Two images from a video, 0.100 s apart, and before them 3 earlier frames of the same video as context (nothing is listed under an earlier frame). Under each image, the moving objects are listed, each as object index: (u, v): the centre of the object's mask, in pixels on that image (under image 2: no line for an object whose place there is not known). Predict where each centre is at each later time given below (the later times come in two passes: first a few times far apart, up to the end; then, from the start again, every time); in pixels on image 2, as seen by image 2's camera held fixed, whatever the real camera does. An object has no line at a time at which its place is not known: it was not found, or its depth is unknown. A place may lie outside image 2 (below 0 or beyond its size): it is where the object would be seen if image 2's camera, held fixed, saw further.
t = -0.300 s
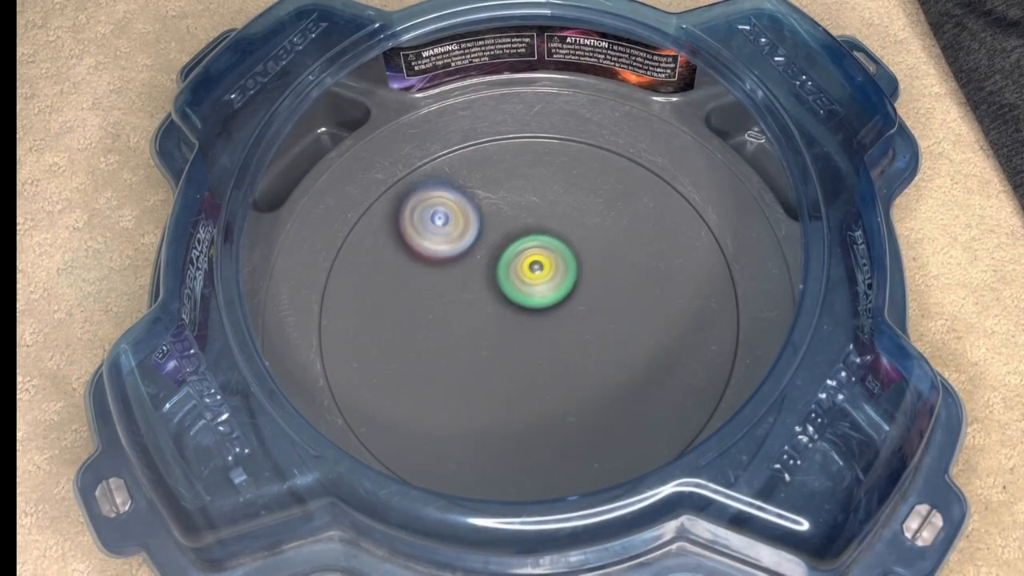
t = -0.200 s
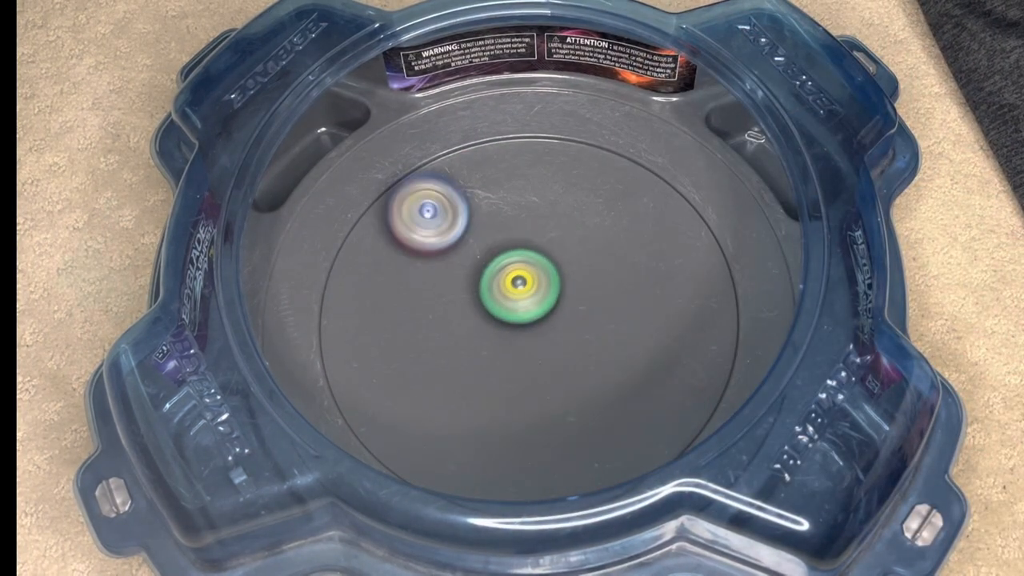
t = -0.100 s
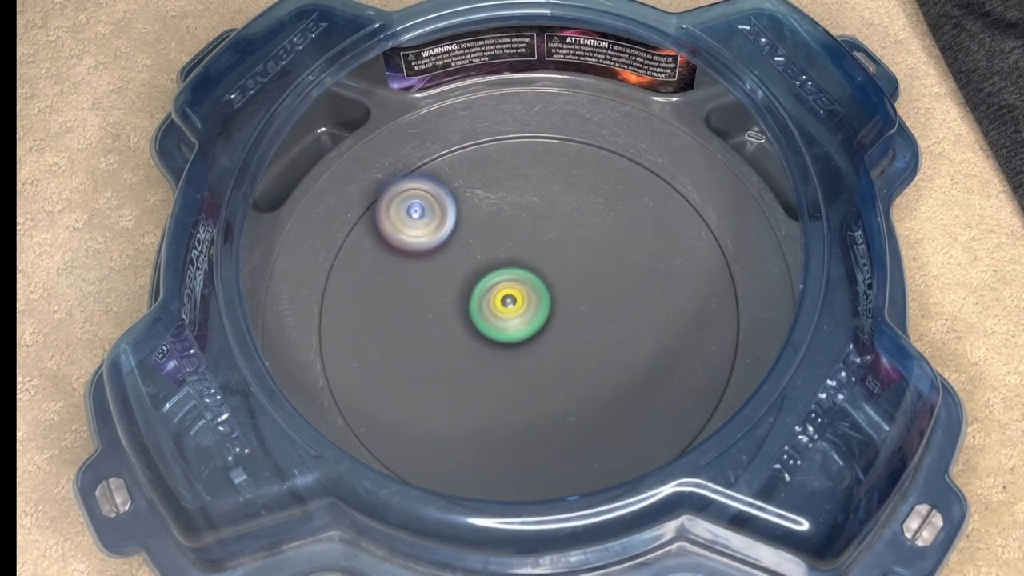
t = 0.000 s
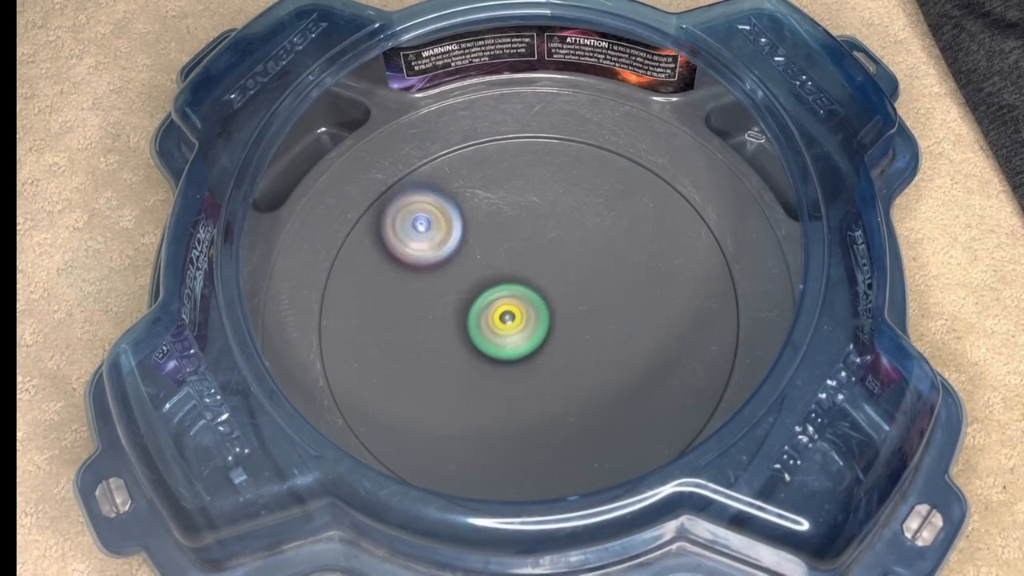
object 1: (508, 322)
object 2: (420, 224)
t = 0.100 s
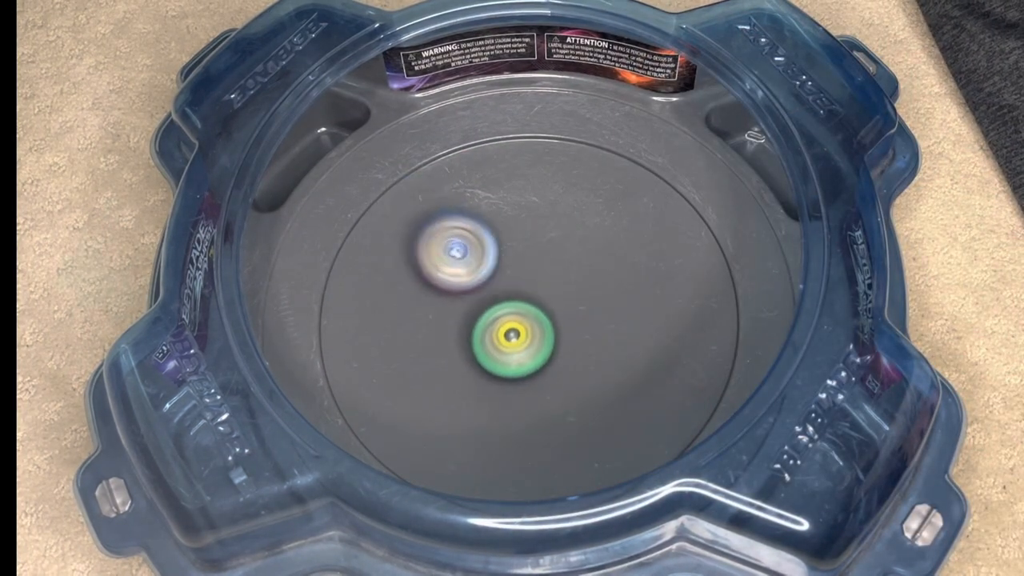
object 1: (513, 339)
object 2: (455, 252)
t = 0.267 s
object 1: (536, 358)
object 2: (539, 247)
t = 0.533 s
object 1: (563, 351)
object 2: (584, 161)
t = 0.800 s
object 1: (561, 325)
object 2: (527, 158)
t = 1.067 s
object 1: (542, 415)
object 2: (520, 225)
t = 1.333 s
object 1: (625, 431)
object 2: (604, 276)
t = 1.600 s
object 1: (615, 350)
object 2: (641, 228)
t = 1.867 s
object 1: (469, 347)
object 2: (584, 226)
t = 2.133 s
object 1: (410, 369)
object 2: (532, 290)
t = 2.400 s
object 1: (439, 373)
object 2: (597, 353)
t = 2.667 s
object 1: (482, 314)
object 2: (620, 301)
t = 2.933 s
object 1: (475, 243)
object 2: (540, 321)
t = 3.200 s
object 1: (459, 219)
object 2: (542, 383)
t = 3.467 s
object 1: (484, 245)
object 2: (563, 344)
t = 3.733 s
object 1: (539, 254)
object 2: (501, 347)
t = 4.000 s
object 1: (587, 259)
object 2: (516, 368)
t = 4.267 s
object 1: (610, 268)
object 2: (502, 310)
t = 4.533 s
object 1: (601, 297)
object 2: (451, 315)
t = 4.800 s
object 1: (592, 342)
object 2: (489, 314)
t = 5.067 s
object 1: (602, 367)
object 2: (436, 293)
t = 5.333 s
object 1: (567, 365)
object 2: (481, 304)
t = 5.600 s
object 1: (509, 360)
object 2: (531, 254)
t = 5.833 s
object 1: (465, 354)
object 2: (516, 233)
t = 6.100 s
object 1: (441, 342)
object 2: (535, 287)
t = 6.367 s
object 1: (454, 318)
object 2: (602, 304)
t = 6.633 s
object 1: (483, 280)
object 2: (584, 289)
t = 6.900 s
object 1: (495, 244)
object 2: (582, 343)
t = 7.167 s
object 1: (512, 242)
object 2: (593, 350)
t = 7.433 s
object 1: (547, 268)
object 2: (524, 348)
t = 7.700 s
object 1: (583, 296)
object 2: (473, 370)
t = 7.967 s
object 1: (600, 322)
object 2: (487, 348)
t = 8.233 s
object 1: (587, 337)
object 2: (479, 288)
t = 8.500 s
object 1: (544, 351)
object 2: (462, 264)
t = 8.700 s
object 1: (507, 356)
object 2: (492, 276)
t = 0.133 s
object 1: (516, 345)
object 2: (474, 256)
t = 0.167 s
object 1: (520, 349)
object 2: (490, 256)
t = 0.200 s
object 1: (525, 353)
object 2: (508, 256)
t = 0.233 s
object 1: (530, 356)
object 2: (524, 252)
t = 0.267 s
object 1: (536, 358)
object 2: (539, 247)
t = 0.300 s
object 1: (541, 359)
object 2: (556, 241)
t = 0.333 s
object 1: (545, 359)
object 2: (568, 230)
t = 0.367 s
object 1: (549, 359)
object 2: (579, 219)
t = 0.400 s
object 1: (552, 358)
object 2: (585, 208)
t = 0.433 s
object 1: (555, 357)
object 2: (589, 196)
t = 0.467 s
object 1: (558, 355)
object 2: (589, 185)
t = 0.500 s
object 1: (560, 354)
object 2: (588, 173)
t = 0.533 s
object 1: (563, 351)
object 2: (584, 161)
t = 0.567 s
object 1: (565, 349)
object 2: (580, 152)
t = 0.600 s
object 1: (566, 346)
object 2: (574, 143)
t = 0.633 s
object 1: (567, 343)
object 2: (567, 137)
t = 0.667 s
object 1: (567, 340)
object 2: (561, 134)
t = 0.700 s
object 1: (567, 336)
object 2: (553, 134)
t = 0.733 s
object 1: (565, 332)
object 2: (544, 137)
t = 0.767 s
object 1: (563, 329)
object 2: (535, 146)
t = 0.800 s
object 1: (561, 325)
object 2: (527, 158)
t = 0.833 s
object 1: (558, 322)
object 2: (519, 175)
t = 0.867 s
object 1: (555, 320)
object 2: (512, 192)
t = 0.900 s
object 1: (552, 318)
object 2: (507, 212)
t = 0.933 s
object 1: (548, 316)
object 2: (506, 232)
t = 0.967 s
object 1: (545, 329)
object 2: (507, 238)
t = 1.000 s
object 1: (544, 364)
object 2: (510, 227)
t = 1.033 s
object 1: (542, 393)
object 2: (516, 223)
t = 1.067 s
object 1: (542, 415)
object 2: (520, 225)
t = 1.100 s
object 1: (546, 431)
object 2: (528, 233)
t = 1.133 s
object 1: (553, 440)
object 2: (536, 243)
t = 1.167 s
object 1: (564, 445)
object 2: (546, 253)
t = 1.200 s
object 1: (578, 446)
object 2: (558, 261)
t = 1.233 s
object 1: (592, 445)
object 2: (568, 267)
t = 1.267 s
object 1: (606, 441)
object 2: (580, 272)
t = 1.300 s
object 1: (617, 437)
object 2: (592, 275)
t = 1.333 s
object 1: (625, 431)
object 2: (604, 276)
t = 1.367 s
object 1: (631, 424)
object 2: (619, 276)
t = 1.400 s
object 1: (634, 416)
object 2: (631, 273)
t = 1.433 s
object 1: (634, 406)
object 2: (641, 269)
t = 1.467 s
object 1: (634, 394)
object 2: (649, 263)
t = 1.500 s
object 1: (631, 382)
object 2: (654, 255)
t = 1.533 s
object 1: (628, 370)
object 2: (654, 245)
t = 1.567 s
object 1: (622, 359)
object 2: (650, 235)
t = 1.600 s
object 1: (615, 350)
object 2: (641, 228)
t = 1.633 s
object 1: (605, 341)
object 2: (627, 225)
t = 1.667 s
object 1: (595, 333)
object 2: (610, 227)
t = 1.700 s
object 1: (583, 327)
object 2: (595, 233)
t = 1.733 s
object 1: (571, 321)
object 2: (583, 241)
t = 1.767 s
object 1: (547, 327)
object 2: (584, 235)
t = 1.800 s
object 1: (517, 338)
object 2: (587, 228)
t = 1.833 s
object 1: (490, 344)
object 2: (588, 227)
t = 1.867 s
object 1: (469, 347)
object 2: (584, 226)
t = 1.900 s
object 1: (453, 348)
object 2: (576, 226)
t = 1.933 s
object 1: (442, 350)
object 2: (566, 228)
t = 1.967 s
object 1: (433, 353)
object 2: (556, 233)
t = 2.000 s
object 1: (426, 356)
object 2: (546, 241)
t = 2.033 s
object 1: (420, 359)
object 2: (539, 251)
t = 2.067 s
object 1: (415, 362)
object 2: (534, 264)
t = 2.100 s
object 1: (412, 366)
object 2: (532, 277)
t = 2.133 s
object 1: (410, 369)
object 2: (532, 290)
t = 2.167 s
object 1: (409, 373)
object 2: (534, 302)
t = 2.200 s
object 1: (410, 376)
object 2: (539, 314)
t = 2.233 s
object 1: (412, 378)
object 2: (545, 324)
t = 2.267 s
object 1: (415, 380)
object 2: (553, 333)
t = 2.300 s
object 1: (420, 380)
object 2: (563, 341)
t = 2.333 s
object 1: (426, 379)
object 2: (575, 348)
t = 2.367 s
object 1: (433, 377)
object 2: (584, 351)
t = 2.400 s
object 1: (439, 373)
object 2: (597, 353)
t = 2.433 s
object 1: (446, 368)
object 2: (609, 353)
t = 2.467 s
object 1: (452, 362)
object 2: (619, 350)
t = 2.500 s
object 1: (458, 355)
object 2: (627, 344)
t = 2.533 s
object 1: (464, 348)
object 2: (633, 337)
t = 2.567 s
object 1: (469, 340)
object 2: (636, 327)
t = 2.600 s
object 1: (474, 331)
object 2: (634, 318)
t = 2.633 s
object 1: (478, 323)
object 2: (629, 308)
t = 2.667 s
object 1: (482, 314)
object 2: (620, 301)
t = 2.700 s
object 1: (485, 305)
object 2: (609, 294)
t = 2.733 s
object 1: (487, 296)
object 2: (596, 291)
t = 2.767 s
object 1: (489, 286)
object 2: (581, 290)
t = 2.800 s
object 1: (486, 276)
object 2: (571, 293)
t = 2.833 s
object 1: (481, 266)
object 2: (563, 298)
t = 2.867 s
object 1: (479, 258)
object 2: (554, 305)
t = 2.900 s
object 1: (477, 250)
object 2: (546, 312)
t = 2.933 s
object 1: (475, 243)
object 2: (540, 321)
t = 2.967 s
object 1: (473, 237)
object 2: (534, 329)
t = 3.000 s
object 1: (470, 232)
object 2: (530, 339)
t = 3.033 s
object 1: (468, 227)
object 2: (527, 348)
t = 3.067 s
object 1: (465, 224)
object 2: (526, 357)
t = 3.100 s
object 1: (463, 222)
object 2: (528, 366)
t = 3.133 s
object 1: (462, 220)
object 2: (531, 373)
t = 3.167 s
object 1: (460, 219)
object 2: (536, 379)
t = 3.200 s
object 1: (459, 219)
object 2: (542, 383)
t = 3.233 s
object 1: (459, 220)
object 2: (549, 386)
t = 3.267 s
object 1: (459, 222)
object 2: (556, 385)
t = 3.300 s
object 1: (461, 225)
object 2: (562, 382)
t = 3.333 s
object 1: (463, 229)
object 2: (567, 377)
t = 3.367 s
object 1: (467, 232)
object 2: (570, 370)
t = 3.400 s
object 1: (472, 237)
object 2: (570, 362)
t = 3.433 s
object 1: (478, 241)
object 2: (568, 353)
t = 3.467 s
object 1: (484, 245)
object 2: (563, 344)
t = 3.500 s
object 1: (491, 249)
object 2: (557, 336)
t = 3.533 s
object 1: (498, 252)
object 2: (548, 329)
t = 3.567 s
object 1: (505, 254)
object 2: (538, 326)
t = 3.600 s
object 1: (511, 251)
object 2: (529, 329)
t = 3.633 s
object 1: (517, 251)
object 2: (521, 333)
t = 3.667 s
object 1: (525, 252)
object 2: (513, 337)
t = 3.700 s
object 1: (532, 253)
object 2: (506, 343)
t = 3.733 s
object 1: (539, 254)
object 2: (501, 347)
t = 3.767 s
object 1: (545, 255)
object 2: (497, 353)
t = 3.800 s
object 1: (552, 256)
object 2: (496, 359)
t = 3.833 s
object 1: (558, 257)
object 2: (497, 364)
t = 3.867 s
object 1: (565, 257)
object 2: (499, 369)
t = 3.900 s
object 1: (570, 258)
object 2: (503, 371)
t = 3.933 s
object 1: (576, 258)
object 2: (507, 372)
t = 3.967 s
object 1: (582, 258)
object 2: (512, 371)
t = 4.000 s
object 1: (587, 259)
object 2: (516, 368)
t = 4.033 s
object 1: (592, 259)
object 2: (520, 363)
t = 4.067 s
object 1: (597, 260)
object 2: (522, 357)
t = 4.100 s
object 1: (600, 261)
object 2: (523, 349)
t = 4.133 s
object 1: (603, 262)
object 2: (522, 341)
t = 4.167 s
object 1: (606, 264)
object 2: (520, 333)
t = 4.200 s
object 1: (608, 265)
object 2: (515, 325)
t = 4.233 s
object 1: (609, 266)
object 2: (509, 317)
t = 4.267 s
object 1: (610, 268)
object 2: (502, 310)
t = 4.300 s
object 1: (611, 270)
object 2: (494, 306)
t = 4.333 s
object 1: (610, 272)
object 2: (486, 303)
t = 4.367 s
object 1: (610, 275)
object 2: (477, 301)
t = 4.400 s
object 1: (608, 279)
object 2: (469, 302)
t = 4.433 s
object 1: (607, 283)
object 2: (462, 304)
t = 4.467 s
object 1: (605, 287)
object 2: (456, 306)
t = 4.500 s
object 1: (603, 292)
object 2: (453, 310)
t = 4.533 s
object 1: (601, 297)
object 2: (451, 315)
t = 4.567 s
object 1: (598, 303)
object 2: (452, 319)
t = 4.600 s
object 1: (596, 308)
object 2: (456, 323)
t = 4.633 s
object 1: (593, 314)
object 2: (460, 326)
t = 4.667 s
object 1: (591, 319)
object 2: (467, 328)
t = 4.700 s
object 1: (588, 324)
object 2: (476, 329)
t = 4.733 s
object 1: (585, 329)
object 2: (485, 327)
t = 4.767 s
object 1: (583, 334)
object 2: (495, 324)
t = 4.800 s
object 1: (592, 342)
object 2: (489, 314)
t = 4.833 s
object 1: (599, 349)
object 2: (480, 307)
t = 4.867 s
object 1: (601, 354)
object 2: (473, 302)
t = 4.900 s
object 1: (603, 358)
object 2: (466, 296)
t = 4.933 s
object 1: (604, 361)
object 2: (459, 293)
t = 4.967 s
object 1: (604, 363)
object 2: (451, 290)
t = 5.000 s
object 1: (604, 365)
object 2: (444, 290)
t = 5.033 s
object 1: (603, 366)
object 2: (439, 291)
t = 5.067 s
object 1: (602, 367)
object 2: (436, 293)
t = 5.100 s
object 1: (600, 367)
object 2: (435, 296)
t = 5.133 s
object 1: (597, 368)
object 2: (435, 299)
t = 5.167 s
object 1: (594, 368)
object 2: (439, 303)
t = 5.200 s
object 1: (590, 367)
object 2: (444, 306)
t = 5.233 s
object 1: (586, 367)
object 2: (452, 307)
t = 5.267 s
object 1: (580, 367)
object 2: (461, 308)
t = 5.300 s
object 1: (574, 366)
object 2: (470, 306)
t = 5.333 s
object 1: (567, 365)
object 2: (481, 304)
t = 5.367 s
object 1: (560, 365)
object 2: (490, 301)
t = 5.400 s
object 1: (552, 364)
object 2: (499, 296)
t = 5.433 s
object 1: (545, 364)
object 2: (507, 290)
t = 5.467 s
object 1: (538, 363)
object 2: (515, 283)
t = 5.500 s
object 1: (531, 363)
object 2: (521, 276)
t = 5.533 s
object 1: (524, 362)
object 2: (525, 269)
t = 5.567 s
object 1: (516, 361)
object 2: (529, 261)
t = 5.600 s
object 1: (509, 360)
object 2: (531, 254)
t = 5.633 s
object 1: (502, 360)
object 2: (532, 247)
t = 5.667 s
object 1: (495, 359)
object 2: (532, 241)
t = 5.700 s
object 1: (489, 358)
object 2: (530, 236)
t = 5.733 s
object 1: (482, 357)
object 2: (527, 232)
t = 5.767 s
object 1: (476, 356)
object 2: (523, 231)
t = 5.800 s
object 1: (470, 355)
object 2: (520, 231)
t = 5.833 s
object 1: (465, 354)
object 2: (516, 233)
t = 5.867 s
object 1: (460, 353)
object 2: (514, 237)
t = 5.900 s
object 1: (455, 352)
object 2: (512, 243)
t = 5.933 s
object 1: (451, 350)
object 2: (512, 250)
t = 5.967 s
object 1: (448, 349)
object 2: (514, 258)
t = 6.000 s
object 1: (445, 347)
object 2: (517, 266)
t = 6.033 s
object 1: (443, 346)
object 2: (523, 274)
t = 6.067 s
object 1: (442, 344)
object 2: (528, 281)
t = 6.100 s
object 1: (441, 342)
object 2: (535, 287)
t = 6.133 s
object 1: (441, 340)
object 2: (544, 295)
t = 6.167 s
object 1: (442, 338)
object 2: (553, 299)
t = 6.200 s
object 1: (442, 335)
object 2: (561, 303)
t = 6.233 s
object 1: (444, 332)
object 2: (570, 306)
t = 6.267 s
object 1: (446, 329)
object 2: (579, 308)
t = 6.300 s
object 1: (448, 326)
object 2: (587, 307)
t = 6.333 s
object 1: (450, 322)
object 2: (595, 306)
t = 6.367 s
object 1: (454, 318)
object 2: (602, 304)
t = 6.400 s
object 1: (457, 313)
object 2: (606, 301)
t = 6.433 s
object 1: (460, 309)
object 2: (609, 296)
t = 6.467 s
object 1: (464, 304)
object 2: (609, 293)
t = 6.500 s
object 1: (468, 299)
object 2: (608, 290)
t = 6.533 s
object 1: (472, 294)
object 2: (605, 288)
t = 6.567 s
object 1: (475, 289)
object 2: (600, 287)
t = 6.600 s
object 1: (479, 285)
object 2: (592, 287)
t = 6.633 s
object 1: (483, 280)
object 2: (584, 289)
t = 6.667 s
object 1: (487, 275)
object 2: (575, 292)
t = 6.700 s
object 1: (488, 269)
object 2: (570, 298)
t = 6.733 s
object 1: (486, 263)
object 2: (570, 307)
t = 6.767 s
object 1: (487, 258)
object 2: (570, 315)
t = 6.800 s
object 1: (489, 254)
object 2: (573, 323)
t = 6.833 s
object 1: (492, 250)
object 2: (576, 331)
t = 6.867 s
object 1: (493, 247)
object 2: (579, 337)
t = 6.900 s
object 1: (495, 244)
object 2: (582, 343)
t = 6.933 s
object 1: (497, 242)
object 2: (587, 348)
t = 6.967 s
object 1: (499, 240)
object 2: (590, 352)
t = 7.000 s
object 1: (501, 240)
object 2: (594, 354)
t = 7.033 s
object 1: (503, 239)
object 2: (597, 355)
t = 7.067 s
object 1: (504, 239)
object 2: (598, 355)
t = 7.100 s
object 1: (506, 240)
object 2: (599, 354)
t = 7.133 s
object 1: (509, 241)
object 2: (597, 352)
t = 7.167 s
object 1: (512, 242)
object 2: (593, 350)
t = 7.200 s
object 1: (515, 245)
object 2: (586, 348)
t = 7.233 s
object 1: (519, 247)
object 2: (579, 346)
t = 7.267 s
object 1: (524, 250)
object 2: (570, 345)
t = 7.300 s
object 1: (528, 253)
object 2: (561, 344)
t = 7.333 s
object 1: (533, 257)
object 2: (552, 344)
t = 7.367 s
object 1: (538, 260)
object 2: (541, 345)
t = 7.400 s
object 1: (542, 264)
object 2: (533, 346)
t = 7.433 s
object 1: (547, 268)
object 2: (524, 348)
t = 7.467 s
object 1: (552, 271)
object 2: (515, 350)
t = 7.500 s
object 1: (557, 275)
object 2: (506, 353)
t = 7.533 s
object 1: (562, 279)
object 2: (498, 355)
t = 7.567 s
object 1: (566, 282)
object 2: (491, 358)
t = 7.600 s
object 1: (571, 286)
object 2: (485, 361)
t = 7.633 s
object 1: (575, 290)
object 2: (479, 364)
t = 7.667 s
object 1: (579, 293)
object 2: (475, 367)
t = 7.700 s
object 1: (583, 296)
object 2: (473, 370)
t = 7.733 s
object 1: (586, 300)
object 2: (472, 372)
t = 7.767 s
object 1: (589, 304)
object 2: (472, 373)
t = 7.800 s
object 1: (592, 307)
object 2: (473, 373)
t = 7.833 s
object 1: (594, 311)
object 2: (476, 370)
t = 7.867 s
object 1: (596, 314)
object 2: (479, 367)
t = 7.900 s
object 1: (598, 317)
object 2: (482, 361)
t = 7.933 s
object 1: (599, 320)
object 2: (485, 355)
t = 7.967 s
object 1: (600, 322)
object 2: (487, 348)
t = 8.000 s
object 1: (600, 325)
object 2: (488, 340)
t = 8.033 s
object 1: (600, 327)
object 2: (489, 332)
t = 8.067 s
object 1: (599, 329)
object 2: (489, 324)
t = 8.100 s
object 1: (597, 331)
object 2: (487, 316)
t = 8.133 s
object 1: (595, 332)
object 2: (486, 308)
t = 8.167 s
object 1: (593, 334)
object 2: (484, 301)
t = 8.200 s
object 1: (591, 336)
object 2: (482, 294)
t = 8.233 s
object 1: (587, 337)
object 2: (479, 288)
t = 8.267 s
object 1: (583, 339)
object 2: (476, 281)
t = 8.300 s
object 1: (578, 341)
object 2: (473, 276)
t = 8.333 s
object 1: (573, 343)
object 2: (470, 272)
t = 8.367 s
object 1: (568, 345)
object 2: (467, 268)
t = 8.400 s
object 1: (561, 347)
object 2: (464, 265)
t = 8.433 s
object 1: (556, 348)
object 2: (463, 264)
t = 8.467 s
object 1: (550, 350)
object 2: (462, 264)
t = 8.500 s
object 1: (544, 351)
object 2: (462, 264)
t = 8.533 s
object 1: (537, 353)
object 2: (464, 265)
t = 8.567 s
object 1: (531, 354)
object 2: (468, 267)
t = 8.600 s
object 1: (525, 354)
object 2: (471, 270)
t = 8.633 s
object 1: (518, 355)
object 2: (479, 273)
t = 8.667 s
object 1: (513, 356)
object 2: (485, 275)
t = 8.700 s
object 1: (507, 356)
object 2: (492, 276)
